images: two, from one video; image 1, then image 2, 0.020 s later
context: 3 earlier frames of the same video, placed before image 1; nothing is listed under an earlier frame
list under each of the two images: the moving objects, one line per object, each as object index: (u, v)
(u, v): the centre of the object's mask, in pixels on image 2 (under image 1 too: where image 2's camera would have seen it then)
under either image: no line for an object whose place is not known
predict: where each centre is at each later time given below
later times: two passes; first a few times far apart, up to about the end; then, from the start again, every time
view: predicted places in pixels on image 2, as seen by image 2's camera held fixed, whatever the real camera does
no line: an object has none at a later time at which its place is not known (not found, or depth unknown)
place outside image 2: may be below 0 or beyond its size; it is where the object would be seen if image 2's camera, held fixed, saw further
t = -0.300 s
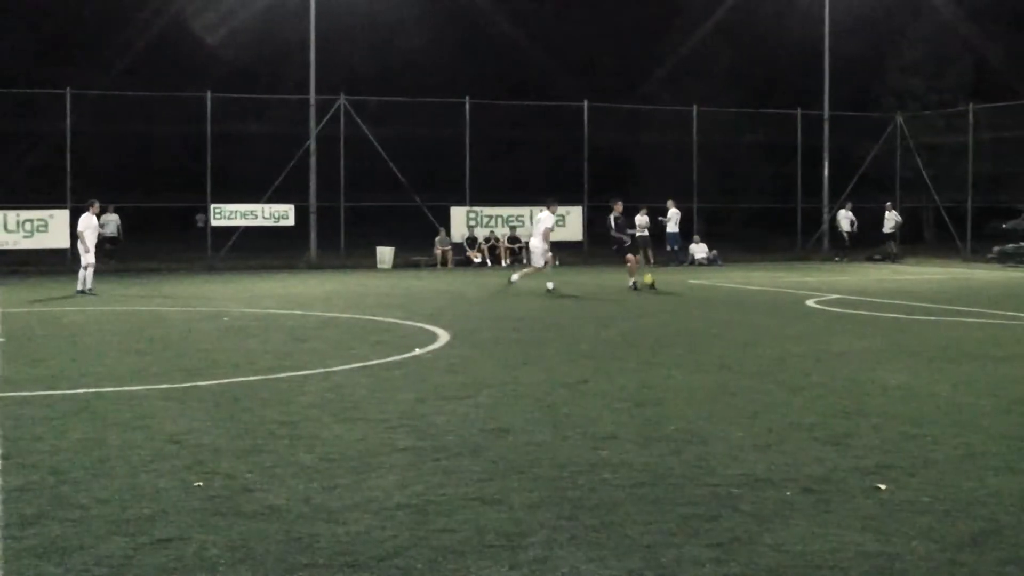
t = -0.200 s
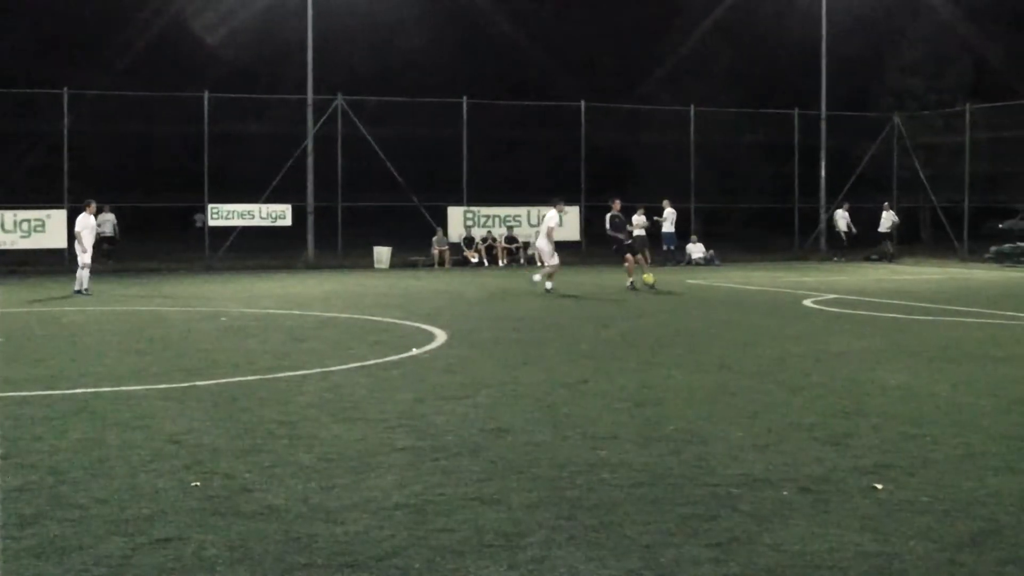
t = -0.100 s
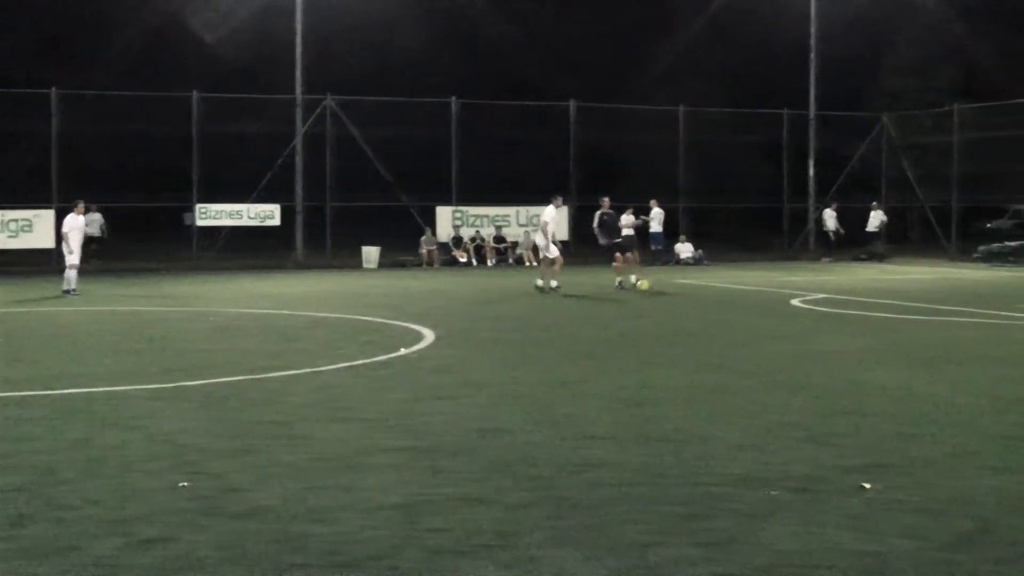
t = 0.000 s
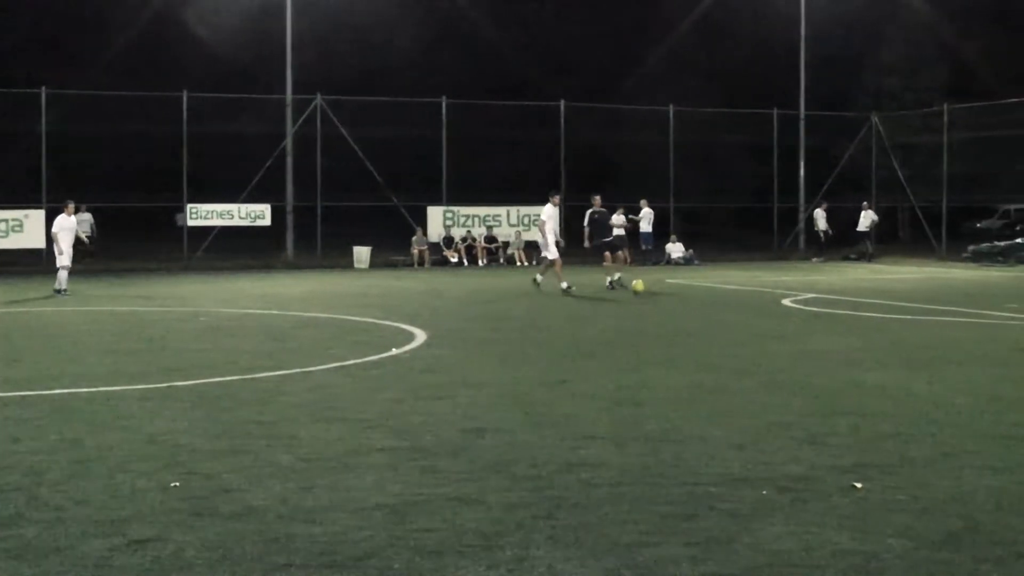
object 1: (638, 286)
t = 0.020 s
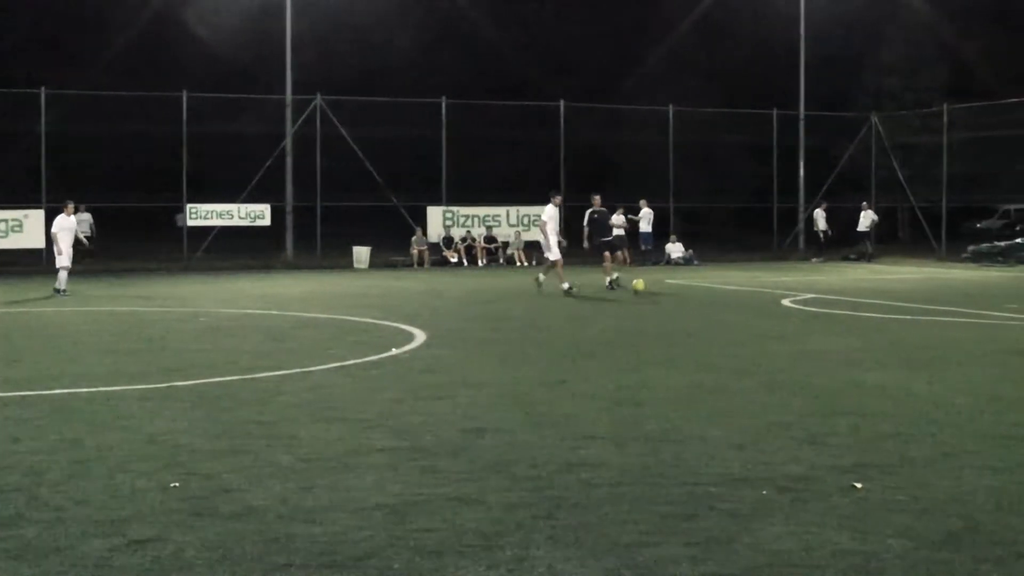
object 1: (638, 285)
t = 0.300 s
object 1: (650, 297)
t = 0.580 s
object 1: (662, 303)
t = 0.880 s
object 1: (672, 309)
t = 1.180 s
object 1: (682, 320)
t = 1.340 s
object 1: (688, 327)
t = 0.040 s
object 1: (639, 284)
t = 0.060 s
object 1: (640, 284)
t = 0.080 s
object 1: (641, 284)
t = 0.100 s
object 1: (642, 284)
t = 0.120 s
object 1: (643, 285)
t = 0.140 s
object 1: (644, 285)
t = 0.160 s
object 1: (645, 286)
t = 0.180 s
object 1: (646, 288)
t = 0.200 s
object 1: (646, 289)
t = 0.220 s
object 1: (647, 291)
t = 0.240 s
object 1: (648, 293)
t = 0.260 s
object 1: (649, 295)
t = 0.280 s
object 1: (650, 297)
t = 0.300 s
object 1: (650, 297)
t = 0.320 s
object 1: (651, 296)
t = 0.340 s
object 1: (653, 295)
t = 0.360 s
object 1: (653, 294)
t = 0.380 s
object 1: (655, 294)
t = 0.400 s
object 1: (655, 294)
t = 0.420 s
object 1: (656, 294)
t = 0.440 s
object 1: (657, 294)
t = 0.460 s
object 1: (658, 295)
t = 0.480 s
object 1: (659, 296)
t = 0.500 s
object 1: (660, 297)
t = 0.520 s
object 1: (660, 299)
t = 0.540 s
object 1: (661, 301)
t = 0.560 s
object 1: (661, 303)
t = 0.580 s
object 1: (662, 303)
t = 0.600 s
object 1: (663, 303)
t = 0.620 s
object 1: (664, 303)
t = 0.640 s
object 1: (664, 303)
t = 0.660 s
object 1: (665, 303)
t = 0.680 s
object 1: (666, 303)
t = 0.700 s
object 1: (666, 303)
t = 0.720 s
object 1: (667, 304)
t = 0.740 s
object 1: (667, 305)
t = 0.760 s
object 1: (667, 307)
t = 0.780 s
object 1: (668, 309)
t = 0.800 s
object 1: (668, 309)
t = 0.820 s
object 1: (669, 309)
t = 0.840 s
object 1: (670, 309)
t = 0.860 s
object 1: (671, 309)
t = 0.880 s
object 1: (672, 309)
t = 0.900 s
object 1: (674, 310)
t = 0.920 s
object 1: (675, 311)
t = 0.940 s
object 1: (676, 312)
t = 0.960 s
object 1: (677, 314)
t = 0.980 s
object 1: (678, 315)
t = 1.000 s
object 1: (678, 315)
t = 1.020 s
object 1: (678, 315)
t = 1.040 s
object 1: (679, 316)
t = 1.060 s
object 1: (680, 316)
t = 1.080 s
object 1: (680, 317)
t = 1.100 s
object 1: (681, 318)
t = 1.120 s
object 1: (681, 319)
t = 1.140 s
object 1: (681, 320)
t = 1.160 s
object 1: (682, 320)
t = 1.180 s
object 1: (682, 320)
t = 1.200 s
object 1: (683, 321)
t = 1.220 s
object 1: (684, 322)
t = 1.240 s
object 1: (685, 322)
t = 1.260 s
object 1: (686, 323)
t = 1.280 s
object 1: (687, 324)
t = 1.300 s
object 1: (687, 325)
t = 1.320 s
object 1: (687, 326)
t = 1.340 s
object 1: (688, 327)
